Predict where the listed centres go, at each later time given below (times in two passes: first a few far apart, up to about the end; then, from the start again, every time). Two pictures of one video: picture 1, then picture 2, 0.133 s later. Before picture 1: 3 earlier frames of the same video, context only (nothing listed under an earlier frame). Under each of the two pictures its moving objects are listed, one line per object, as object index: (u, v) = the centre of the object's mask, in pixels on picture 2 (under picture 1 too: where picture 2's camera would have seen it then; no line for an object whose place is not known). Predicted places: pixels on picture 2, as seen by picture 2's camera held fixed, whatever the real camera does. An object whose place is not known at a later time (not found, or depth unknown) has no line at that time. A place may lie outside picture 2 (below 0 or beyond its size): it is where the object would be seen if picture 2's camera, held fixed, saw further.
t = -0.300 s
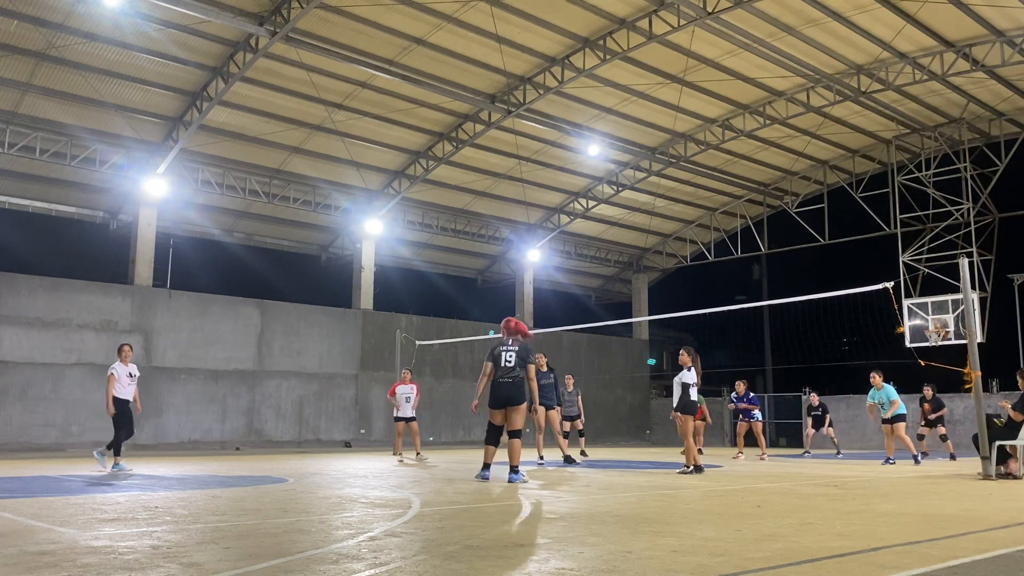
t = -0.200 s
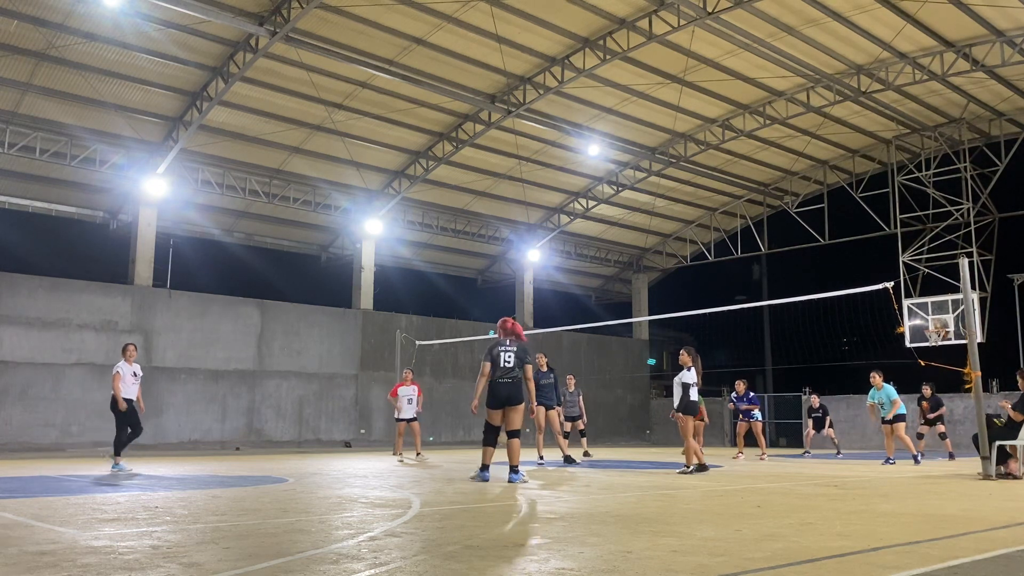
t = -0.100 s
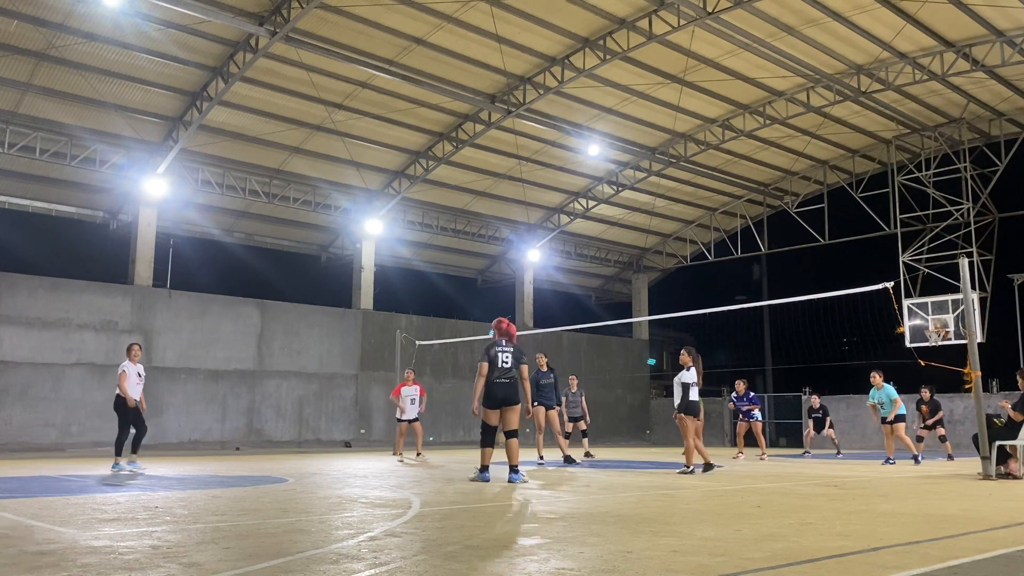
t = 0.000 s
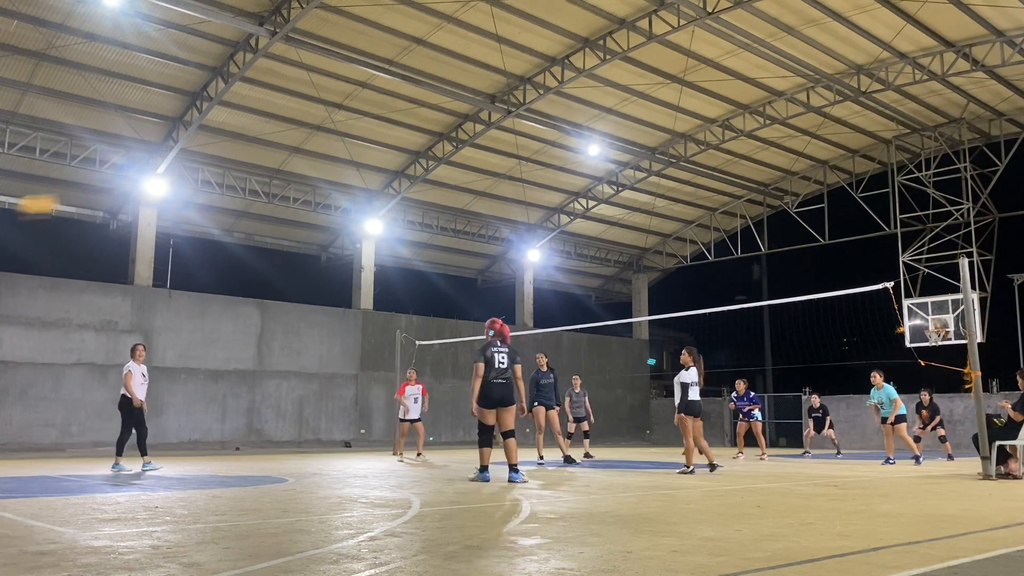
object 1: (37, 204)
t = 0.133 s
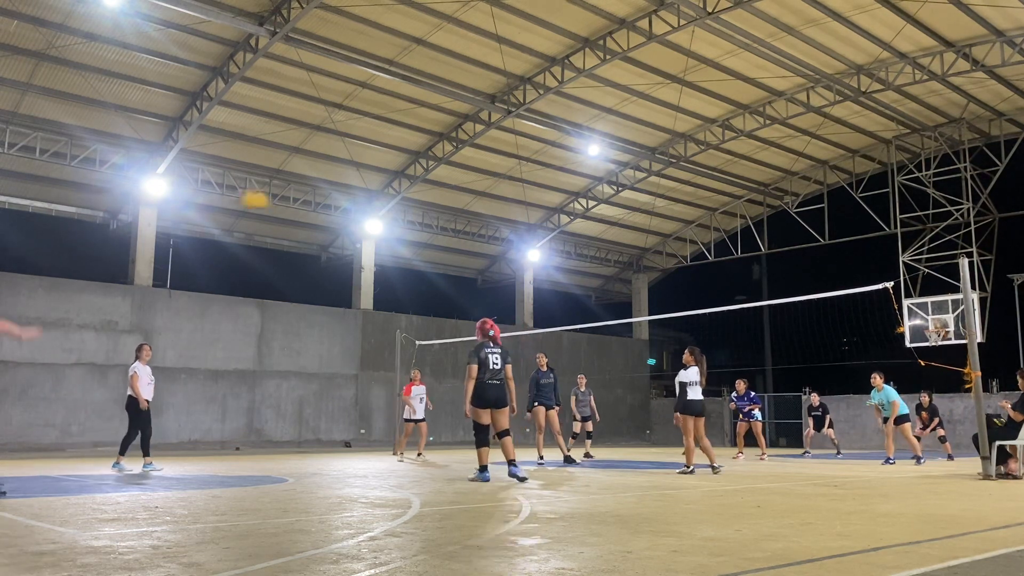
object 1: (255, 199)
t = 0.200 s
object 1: (336, 204)
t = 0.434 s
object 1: (522, 235)
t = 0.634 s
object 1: (622, 278)
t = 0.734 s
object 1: (662, 301)
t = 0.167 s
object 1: (297, 201)
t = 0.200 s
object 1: (336, 204)
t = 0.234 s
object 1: (369, 206)
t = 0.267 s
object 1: (402, 212)
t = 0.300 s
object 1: (427, 215)
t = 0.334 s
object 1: (455, 221)
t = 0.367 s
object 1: (481, 226)
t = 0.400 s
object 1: (502, 230)
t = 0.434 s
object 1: (522, 235)
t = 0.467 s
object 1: (543, 243)
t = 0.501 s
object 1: (559, 249)
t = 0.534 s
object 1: (578, 256)
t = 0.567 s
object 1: (594, 263)
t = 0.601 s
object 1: (609, 271)
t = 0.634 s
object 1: (622, 278)
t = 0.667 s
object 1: (636, 285)
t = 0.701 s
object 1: (650, 293)
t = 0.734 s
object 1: (662, 301)
